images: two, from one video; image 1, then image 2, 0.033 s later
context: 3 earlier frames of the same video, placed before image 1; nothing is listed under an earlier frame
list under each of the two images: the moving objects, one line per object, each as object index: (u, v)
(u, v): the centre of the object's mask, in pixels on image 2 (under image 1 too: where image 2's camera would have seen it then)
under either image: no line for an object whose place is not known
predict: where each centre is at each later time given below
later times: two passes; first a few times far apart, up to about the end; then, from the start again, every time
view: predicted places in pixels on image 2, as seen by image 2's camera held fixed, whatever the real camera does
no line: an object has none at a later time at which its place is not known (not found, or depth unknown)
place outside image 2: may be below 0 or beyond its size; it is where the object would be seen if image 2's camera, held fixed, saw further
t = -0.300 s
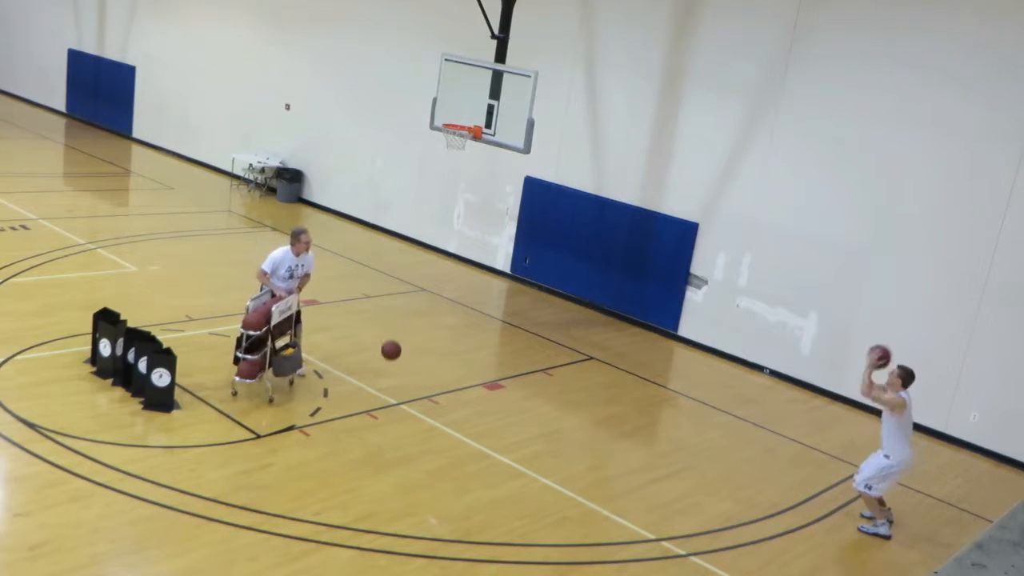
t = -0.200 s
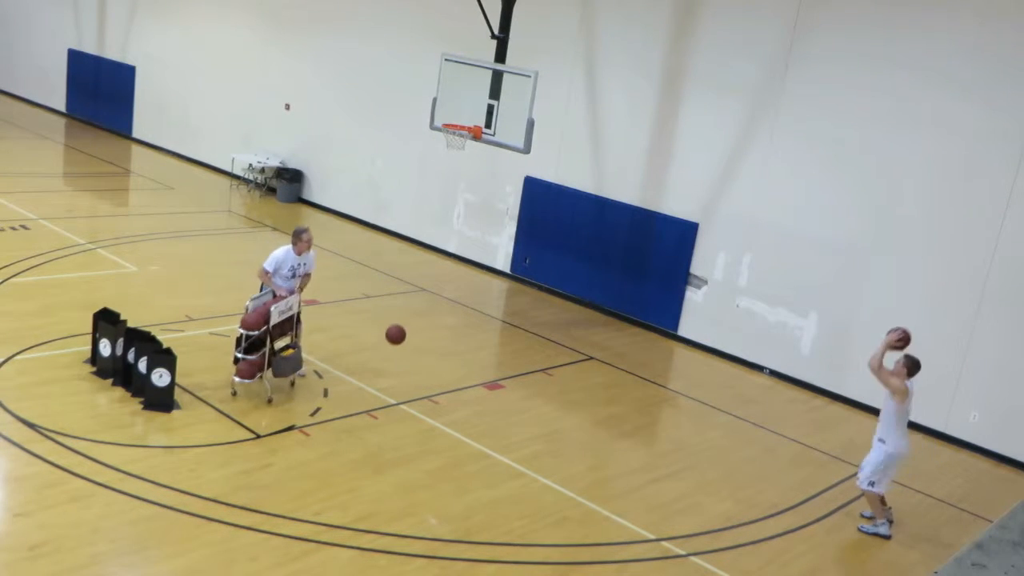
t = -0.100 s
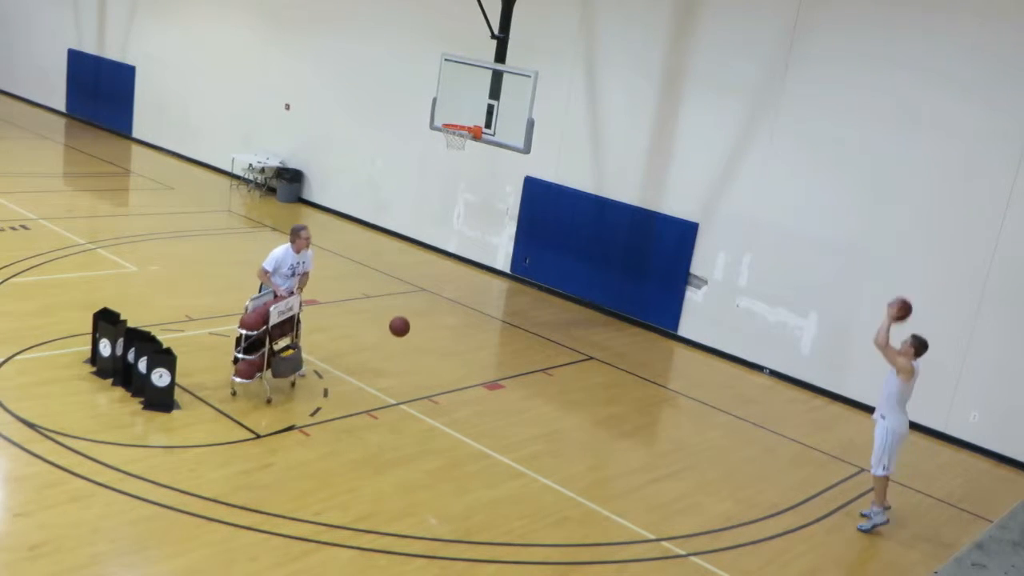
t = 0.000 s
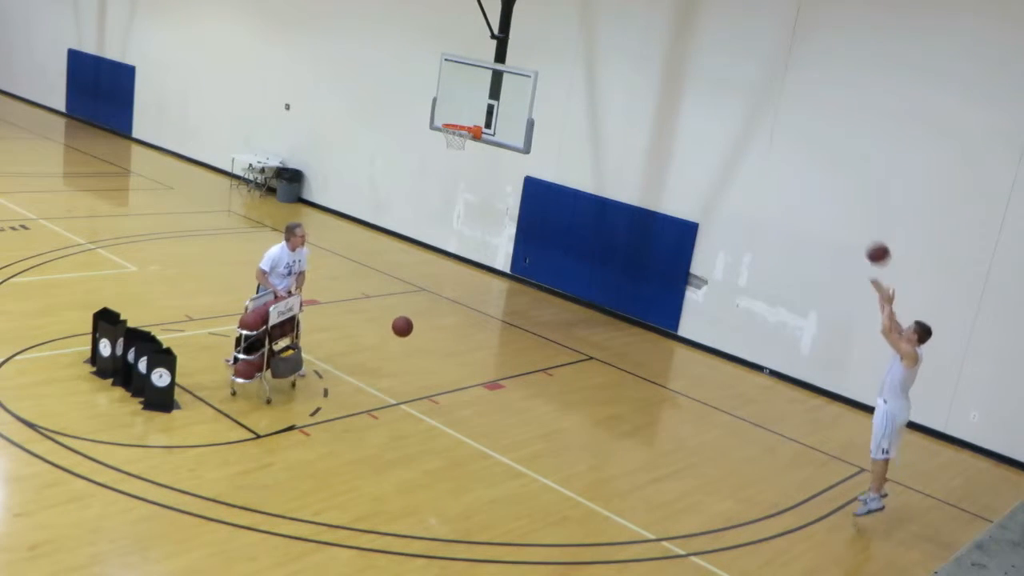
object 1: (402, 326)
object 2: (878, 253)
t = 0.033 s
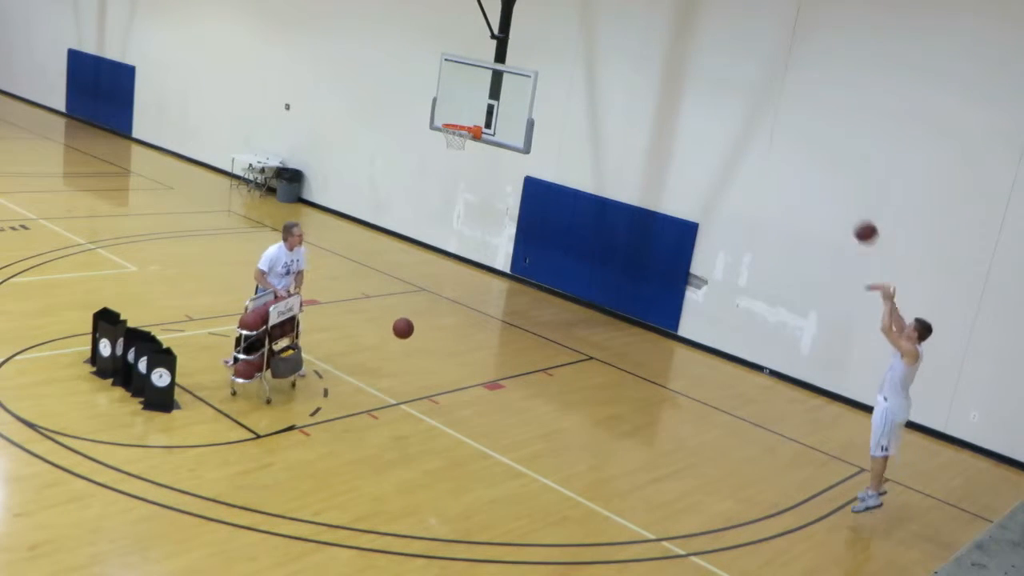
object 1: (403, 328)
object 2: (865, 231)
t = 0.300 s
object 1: (404, 376)
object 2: (764, 102)
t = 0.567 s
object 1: (406, 416)
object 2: (663, 45)
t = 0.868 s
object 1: (414, 398)
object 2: (553, 55)
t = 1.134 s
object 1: (411, 451)
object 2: (463, 116)
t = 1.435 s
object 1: (418, 457)
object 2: (454, 139)
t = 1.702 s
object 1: (422, 483)
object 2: (446, 138)
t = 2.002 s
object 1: (429, 512)
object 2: (468, 178)
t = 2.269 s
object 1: (436, 544)
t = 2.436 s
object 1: (441, 563)
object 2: (482, 327)
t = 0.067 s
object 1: (404, 331)
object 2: (853, 211)
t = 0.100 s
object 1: (404, 334)
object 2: (840, 192)
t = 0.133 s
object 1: (404, 339)
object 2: (828, 174)
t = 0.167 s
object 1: (405, 344)
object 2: (815, 157)
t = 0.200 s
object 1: (404, 351)
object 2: (802, 142)
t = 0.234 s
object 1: (405, 358)
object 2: (789, 127)
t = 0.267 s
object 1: (405, 367)
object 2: (777, 115)
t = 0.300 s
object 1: (404, 376)
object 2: (764, 102)
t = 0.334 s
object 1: (404, 387)
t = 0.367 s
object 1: (404, 398)
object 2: (739, 82)
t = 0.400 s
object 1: (403, 411)
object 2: (725, 73)
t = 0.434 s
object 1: (402, 424)
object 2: (713, 65)
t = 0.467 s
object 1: (402, 437)
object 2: (700, 59)
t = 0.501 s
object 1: (403, 429)
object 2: (687, 53)
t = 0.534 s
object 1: (405, 422)
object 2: (675, 49)
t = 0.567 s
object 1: (406, 416)
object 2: (663, 45)
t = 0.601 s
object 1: (407, 410)
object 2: (650, 43)
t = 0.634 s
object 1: (409, 405)
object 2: (638, 42)
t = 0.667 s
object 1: (410, 402)
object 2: (625, 41)
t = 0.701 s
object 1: (411, 399)
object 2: (612, 41)
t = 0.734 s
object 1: (412, 397)
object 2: (600, 42)
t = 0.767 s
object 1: (412, 396)
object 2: (588, 45)
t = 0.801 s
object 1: (413, 396)
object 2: (577, 47)
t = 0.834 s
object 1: (413, 396)
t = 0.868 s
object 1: (414, 398)
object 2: (553, 55)
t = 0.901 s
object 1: (414, 401)
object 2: (541, 60)
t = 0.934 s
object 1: (414, 405)
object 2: (529, 67)
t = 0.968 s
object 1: (414, 410)
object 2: (518, 73)
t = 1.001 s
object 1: (414, 416)
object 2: (506, 81)
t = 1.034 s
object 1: (413, 423)
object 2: (495, 88)
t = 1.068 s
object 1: (413, 432)
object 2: (484, 97)
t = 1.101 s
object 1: (412, 441)
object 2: (473, 106)
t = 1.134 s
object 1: (411, 451)
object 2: (463, 116)
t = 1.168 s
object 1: (410, 462)
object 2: (455, 121)
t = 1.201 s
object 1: (409, 475)
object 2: (451, 123)
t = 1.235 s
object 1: (409, 480)
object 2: (455, 124)
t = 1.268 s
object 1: (411, 474)
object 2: (462, 124)
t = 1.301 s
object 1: (413, 469)
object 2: (466, 124)
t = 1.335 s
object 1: (414, 464)
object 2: (466, 127)
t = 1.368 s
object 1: (416, 461)
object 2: (463, 136)
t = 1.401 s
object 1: (417, 458)
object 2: (457, 138)
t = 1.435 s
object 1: (418, 457)
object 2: (454, 139)
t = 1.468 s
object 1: (419, 456)
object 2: (451, 138)
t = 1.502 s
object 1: (420, 457)
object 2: (447, 136)
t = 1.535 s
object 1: (420, 458)
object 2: (445, 135)
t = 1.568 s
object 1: (421, 461)
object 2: (444, 135)
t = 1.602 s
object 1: (422, 465)
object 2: (444, 136)
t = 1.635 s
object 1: (422, 470)
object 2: (444, 136)
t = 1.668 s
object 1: (422, 476)
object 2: (445, 137)
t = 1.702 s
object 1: (422, 483)
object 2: (446, 138)
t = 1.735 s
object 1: (422, 492)
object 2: (448, 140)
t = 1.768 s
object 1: (422, 501)
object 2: (452, 142)
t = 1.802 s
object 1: (422, 512)
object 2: (454, 145)
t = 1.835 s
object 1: (421, 524)
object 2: (457, 149)
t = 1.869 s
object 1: (422, 523)
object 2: (459, 154)
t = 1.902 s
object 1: (424, 519)
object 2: (462, 158)
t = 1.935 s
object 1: (426, 516)
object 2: (464, 164)
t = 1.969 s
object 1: (428, 513)
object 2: (466, 171)
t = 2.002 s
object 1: (429, 512)
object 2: (468, 178)
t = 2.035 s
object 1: (431, 512)
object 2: (469, 186)
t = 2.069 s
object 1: (432, 514)
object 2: (471, 194)
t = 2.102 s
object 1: (433, 516)
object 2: (473, 203)
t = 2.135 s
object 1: (434, 519)
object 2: (475, 213)
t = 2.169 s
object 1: (435, 524)
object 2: (476, 223)
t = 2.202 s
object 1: (435, 529)
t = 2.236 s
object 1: (436, 536)
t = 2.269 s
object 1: (436, 544)
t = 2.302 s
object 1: (436, 554)
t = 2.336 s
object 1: (437, 564)
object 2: (480, 285)
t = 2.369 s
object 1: (437, 566)
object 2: (481, 298)
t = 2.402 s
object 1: (439, 564)
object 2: (482, 313)
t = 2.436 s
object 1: (441, 563)
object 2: (482, 327)
